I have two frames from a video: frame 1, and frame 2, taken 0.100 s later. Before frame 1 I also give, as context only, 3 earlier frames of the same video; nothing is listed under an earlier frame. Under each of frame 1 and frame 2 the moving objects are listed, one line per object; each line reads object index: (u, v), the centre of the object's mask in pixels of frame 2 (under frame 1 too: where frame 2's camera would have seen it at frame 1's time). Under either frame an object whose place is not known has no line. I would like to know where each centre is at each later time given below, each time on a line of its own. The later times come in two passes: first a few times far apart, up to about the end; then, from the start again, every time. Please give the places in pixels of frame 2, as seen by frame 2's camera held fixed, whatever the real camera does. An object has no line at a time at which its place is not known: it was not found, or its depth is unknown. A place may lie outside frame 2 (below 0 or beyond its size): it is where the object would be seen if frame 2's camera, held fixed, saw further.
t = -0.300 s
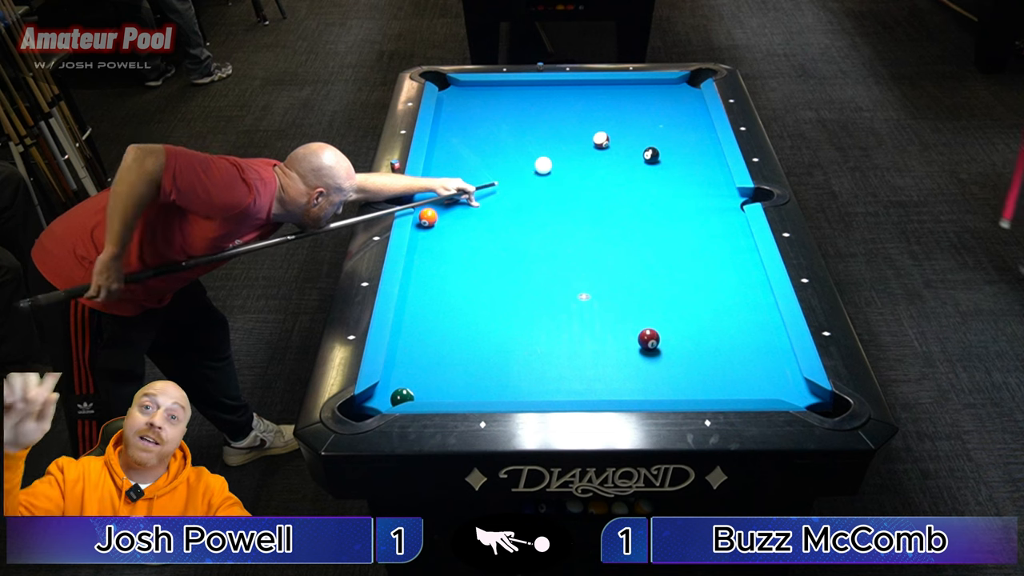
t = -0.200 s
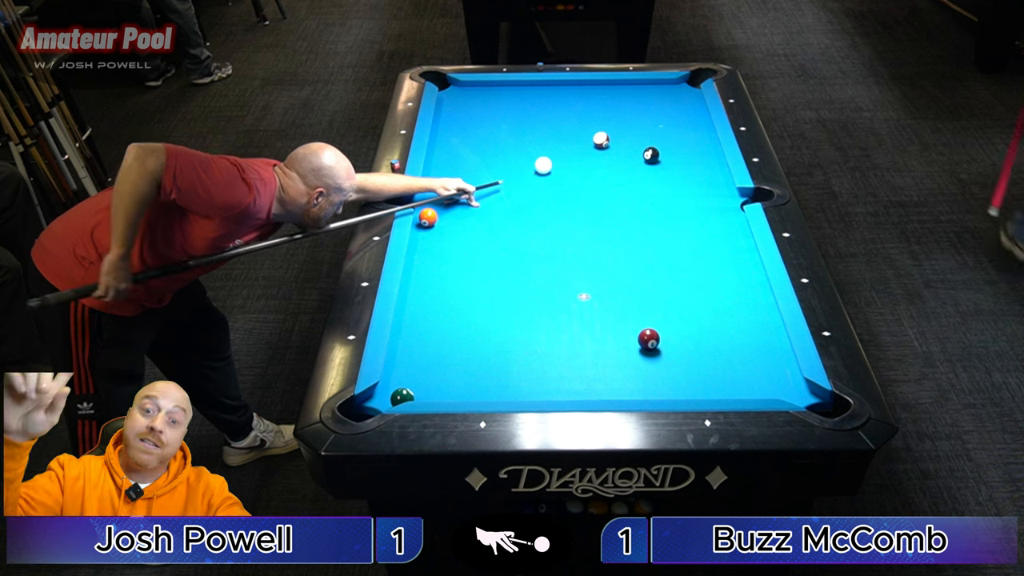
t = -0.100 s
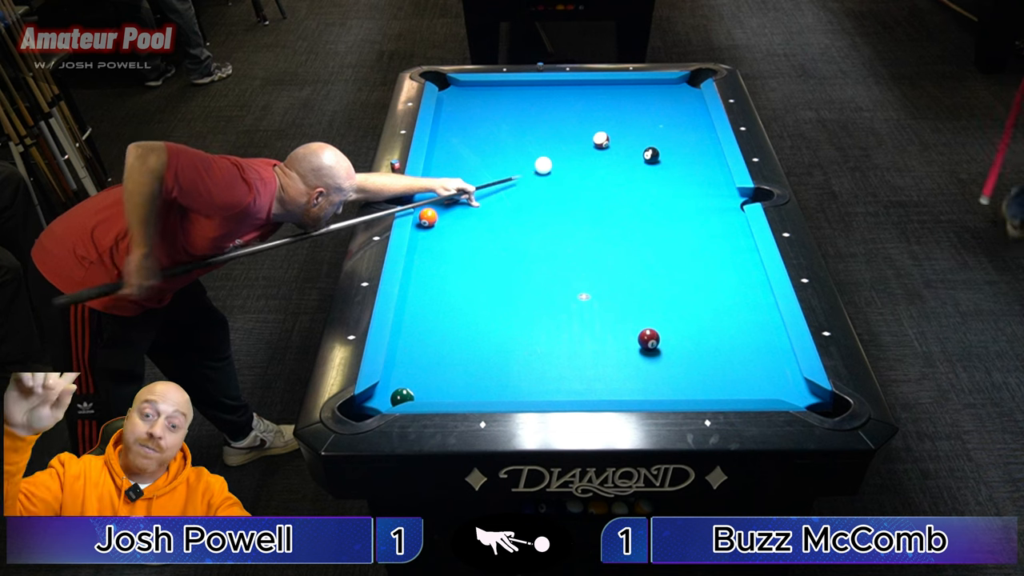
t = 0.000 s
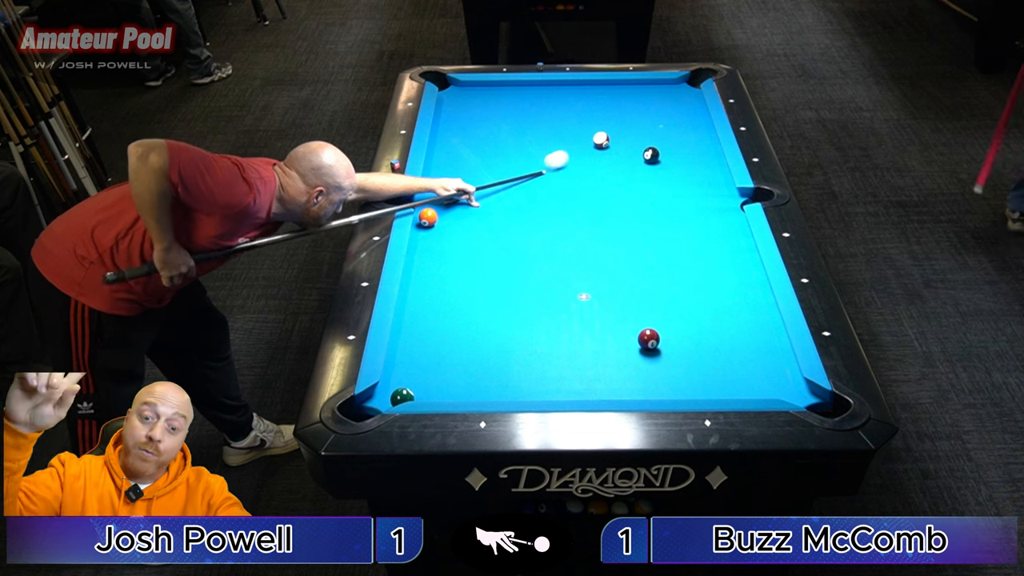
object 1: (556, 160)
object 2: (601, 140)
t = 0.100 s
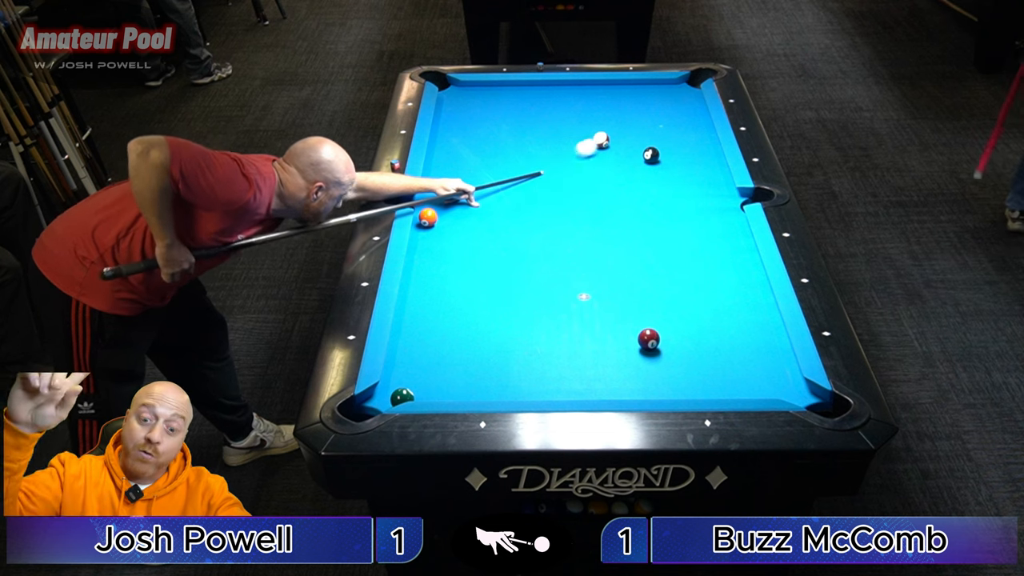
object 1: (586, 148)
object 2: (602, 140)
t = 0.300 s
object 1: (599, 149)
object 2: (626, 122)
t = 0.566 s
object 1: (606, 155)
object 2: (657, 102)
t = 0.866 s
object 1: (614, 160)
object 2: (687, 80)
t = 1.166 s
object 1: (622, 165)
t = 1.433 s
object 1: (627, 169)
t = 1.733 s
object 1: (632, 172)
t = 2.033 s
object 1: (635, 174)
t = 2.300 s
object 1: (637, 176)
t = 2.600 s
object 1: (638, 177)
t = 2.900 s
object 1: (639, 178)
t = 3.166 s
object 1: (638, 178)
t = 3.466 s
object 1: (639, 178)
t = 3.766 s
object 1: (638, 178)
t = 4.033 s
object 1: (639, 178)
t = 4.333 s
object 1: (638, 178)
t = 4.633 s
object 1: (639, 178)
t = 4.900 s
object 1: (639, 178)
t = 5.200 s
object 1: (639, 178)
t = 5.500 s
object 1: (639, 178)
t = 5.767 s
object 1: (639, 178)
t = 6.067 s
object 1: (639, 178)
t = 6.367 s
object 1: (639, 178)
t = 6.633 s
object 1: (639, 178)
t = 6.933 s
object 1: (639, 178)
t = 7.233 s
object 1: (639, 177)
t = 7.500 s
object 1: (638, 178)
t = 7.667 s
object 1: (639, 177)
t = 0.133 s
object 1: (592, 146)
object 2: (604, 137)
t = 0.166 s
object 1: (594, 146)
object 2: (609, 134)
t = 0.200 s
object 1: (596, 147)
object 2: (614, 131)
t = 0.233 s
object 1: (597, 148)
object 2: (618, 129)
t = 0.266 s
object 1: (598, 149)
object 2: (622, 125)
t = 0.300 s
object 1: (599, 149)
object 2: (626, 122)
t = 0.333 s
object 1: (600, 150)
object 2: (630, 121)
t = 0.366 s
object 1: (601, 151)
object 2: (634, 117)
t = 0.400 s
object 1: (602, 151)
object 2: (638, 114)
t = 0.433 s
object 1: (603, 152)
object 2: (642, 112)
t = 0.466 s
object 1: (604, 153)
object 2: (646, 109)
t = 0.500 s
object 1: (605, 153)
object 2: (650, 107)
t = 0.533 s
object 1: (606, 154)
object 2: (653, 105)
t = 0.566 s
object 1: (606, 155)
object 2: (657, 102)
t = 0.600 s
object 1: (607, 155)
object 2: (661, 99)
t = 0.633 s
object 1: (608, 156)
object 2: (664, 97)
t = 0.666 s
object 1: (609, 157)
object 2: (667, 94)
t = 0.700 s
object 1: (610, 157)
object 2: (671, 92)
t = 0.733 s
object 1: (611, 158)
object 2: (674, 90)
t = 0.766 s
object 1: (612, 158)
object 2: (678, 87)
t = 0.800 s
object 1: (613, 159)
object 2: (682, 84)
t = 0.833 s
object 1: (614, 160)
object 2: (685, 83)
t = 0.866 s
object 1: (614, 160)
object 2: (687, 80)
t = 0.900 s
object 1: (615, 161)
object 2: (691, 78)
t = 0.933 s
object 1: (616, 161)
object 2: (694, 79)
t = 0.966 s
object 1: (617, 162)
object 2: (697, 82)
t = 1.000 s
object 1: (618, 162)
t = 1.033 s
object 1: (618, 163)
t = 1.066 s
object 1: (619, 163)
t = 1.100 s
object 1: (620, 164)
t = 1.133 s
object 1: (621, 164)
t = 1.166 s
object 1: (622, 165)
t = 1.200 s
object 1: (622, 165)
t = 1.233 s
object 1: (623, 166)
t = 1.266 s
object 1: (624, 166)
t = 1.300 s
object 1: (624, 167)
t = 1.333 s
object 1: (625, 167)
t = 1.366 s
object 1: (626, 168)
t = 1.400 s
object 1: (626, 168)
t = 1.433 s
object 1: (627, 169)
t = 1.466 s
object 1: (627, 169)
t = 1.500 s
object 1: (628, 169)
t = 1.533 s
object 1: (629, 170)
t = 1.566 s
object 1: (629, 170)
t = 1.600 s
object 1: (630, 171)
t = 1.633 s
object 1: (630, 171)
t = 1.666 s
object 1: (631, 171)
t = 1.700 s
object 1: (631, 171)
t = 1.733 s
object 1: (632, 172)
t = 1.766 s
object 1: (632, 172)
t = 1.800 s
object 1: (633, 172)
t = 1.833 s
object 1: (633, 173)
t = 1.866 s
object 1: (633, 173)
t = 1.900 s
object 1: (634, 173)
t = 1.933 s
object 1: (634, 174)
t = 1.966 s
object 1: (635, 174)
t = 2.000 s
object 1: (635, 174)
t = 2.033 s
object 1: (635, 174)
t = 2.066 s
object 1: (635, 175)
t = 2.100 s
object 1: (636, 175)
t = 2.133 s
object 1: (636, 175)
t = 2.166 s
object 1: (636, 175)
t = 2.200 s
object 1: (636, 175)
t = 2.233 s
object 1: (637, 176)
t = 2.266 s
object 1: (637, 176)
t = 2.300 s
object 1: (637, 176)
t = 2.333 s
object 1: (637, 176)
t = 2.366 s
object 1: (637, 176)
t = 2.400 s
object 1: (638, 177)
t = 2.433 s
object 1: (638, 177)
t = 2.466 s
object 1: (638, 177)
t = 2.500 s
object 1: (638, 177)
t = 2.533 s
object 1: (638, 177)
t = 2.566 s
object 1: (638, 177)
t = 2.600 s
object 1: (638, 177)
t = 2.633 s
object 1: (638, 177)
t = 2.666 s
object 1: (638, 177)
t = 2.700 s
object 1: (638, 178)
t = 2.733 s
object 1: (638, 178)
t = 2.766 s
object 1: (638, 178)
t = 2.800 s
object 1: (639, 178)
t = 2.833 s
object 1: (639, 178)
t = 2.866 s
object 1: (639, 178)
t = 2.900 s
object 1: (639, 178)
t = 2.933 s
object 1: (639, 178)
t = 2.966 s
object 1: (639, 178)
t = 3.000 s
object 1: (639, 178)
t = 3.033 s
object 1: (638, 178)
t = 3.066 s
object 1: (639, 178)
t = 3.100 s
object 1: (638, 178)
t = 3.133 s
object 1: (638, 178)
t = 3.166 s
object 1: (638, 178)
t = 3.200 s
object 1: (638, 178)
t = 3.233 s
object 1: (639, 178)
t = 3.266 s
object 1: (638, 178)
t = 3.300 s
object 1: (639, 178)
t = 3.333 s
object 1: (639, 178)
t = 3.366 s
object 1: (639, 178)
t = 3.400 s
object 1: (639, 178)
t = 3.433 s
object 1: (639, 178)
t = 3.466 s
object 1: (639, 178)
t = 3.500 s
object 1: (639, 178)
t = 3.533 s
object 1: (639, 178)
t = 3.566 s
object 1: (639, 178)
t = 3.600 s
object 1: (639, 178)
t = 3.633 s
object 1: (638, 178)
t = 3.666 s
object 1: (638, 178)
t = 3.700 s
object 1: (638, 178)
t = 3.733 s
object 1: (639, 178)
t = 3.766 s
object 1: (638, 178)
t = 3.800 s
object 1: (639, 178)
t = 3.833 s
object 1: (639, 178)
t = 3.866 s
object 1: (639, 178)
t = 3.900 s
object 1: (638, 178)
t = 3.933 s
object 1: (639, 178)
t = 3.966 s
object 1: (639, 178)
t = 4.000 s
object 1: (639, 178)
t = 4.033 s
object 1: (639, 178)
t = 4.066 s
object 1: (639, 178)
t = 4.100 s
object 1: (639, 178)
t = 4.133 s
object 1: (639, 178)
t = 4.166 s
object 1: (638, 178)
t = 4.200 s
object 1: (638, 178)
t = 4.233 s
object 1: (639, 178)
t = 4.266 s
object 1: (638, 178)
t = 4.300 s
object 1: (639, 178)
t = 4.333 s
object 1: (638, 178)
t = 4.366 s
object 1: (638, 178)
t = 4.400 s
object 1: (639, 178)
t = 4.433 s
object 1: (639, 178)
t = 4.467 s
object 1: (639, 178)
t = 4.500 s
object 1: (639, 178)
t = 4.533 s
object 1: (639, 178)
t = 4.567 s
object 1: (639, 178)
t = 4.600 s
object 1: (639, 178)
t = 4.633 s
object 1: (639, 178)
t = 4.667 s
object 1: (639, 178)
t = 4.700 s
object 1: (639, 178)
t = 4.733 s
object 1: (639, 178)
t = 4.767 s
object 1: (639, 178)
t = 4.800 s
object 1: (639, 178)
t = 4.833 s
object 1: (639, 178)
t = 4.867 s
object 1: (639, 178)
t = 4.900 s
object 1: (639, 178)
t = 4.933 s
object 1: (639, 178)
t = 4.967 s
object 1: (639, 178)
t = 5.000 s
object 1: (639, 178)
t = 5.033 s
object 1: (639, 178)
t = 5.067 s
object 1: (639, 178)
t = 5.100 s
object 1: (639, 178)
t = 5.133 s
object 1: (639, 178)
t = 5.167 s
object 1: (639, 178)
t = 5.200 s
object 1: (639, 178)
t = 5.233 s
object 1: (639, 178)
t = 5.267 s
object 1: (639, 178)
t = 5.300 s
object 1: (639, 178)
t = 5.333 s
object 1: (639, 178)
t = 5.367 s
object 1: (639, 178)
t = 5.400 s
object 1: (639, 178)
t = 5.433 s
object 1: (639, 178)
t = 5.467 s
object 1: (639, 178)
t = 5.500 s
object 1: (639, 178)
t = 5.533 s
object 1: (639, 178)
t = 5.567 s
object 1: (639, 178)
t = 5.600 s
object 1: (639, 178)
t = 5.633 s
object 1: (639, 178)
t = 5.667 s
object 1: (639, 178)
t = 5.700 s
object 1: (639, 178)
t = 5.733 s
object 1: (639, 178)
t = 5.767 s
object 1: (639, 178)
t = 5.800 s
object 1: (639, 178)
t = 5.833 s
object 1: (639, 178)
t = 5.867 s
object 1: (639, 178)
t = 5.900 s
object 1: (639, 178)
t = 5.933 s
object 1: (639, 178)
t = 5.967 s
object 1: (639, 178)
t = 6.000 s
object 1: (639, 178)
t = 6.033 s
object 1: (639, 178)
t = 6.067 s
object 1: (639, 178)
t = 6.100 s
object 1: (639, 178)
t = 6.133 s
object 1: (639, 178)
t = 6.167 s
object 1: (639, 178)
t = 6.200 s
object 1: (639, 178)
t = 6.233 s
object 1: (639, 178)
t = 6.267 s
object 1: (639, 178)
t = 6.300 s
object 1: (639, 178)
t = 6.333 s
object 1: (639, 178)
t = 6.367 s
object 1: (639, 178)
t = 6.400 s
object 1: (639, 178)
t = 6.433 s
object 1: (639, 178)
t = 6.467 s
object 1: (639, 178)
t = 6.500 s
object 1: (639, 178)
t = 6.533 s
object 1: (639, 178)
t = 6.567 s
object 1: (639, 178)
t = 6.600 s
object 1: (639, 178)
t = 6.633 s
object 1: (639, 178)
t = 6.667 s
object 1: (639, 178)
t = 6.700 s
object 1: (639, 178)
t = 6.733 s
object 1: (639, 177)
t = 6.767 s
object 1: (639, 178)
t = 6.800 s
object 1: (639, 178)
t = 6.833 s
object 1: (639, 178)
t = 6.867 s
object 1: (639, 178)
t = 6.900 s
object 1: (639, 178)
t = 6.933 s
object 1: (639, 178)
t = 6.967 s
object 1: (639, 178)
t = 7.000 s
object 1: (639, 178)
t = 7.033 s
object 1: (639, 178)
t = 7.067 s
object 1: (639, 178)
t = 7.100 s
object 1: (639, 178)
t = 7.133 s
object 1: (639, 177)
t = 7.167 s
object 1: (638, 178)
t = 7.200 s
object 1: (638, 178)
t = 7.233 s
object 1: (639, 177)
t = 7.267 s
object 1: (639, 178)
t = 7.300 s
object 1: (639, 178)
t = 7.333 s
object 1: (639, 178)
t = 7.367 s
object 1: (639, 178)
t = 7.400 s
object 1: (639, 178)
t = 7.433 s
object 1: (639, 178)
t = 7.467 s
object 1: (638, 178)
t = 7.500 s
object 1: (638, 178)
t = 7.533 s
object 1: (638, 177)
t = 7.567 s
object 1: (639, 177)
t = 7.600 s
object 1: (639, 177)
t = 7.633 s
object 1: (639, 177)
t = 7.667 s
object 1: (639, 177)
